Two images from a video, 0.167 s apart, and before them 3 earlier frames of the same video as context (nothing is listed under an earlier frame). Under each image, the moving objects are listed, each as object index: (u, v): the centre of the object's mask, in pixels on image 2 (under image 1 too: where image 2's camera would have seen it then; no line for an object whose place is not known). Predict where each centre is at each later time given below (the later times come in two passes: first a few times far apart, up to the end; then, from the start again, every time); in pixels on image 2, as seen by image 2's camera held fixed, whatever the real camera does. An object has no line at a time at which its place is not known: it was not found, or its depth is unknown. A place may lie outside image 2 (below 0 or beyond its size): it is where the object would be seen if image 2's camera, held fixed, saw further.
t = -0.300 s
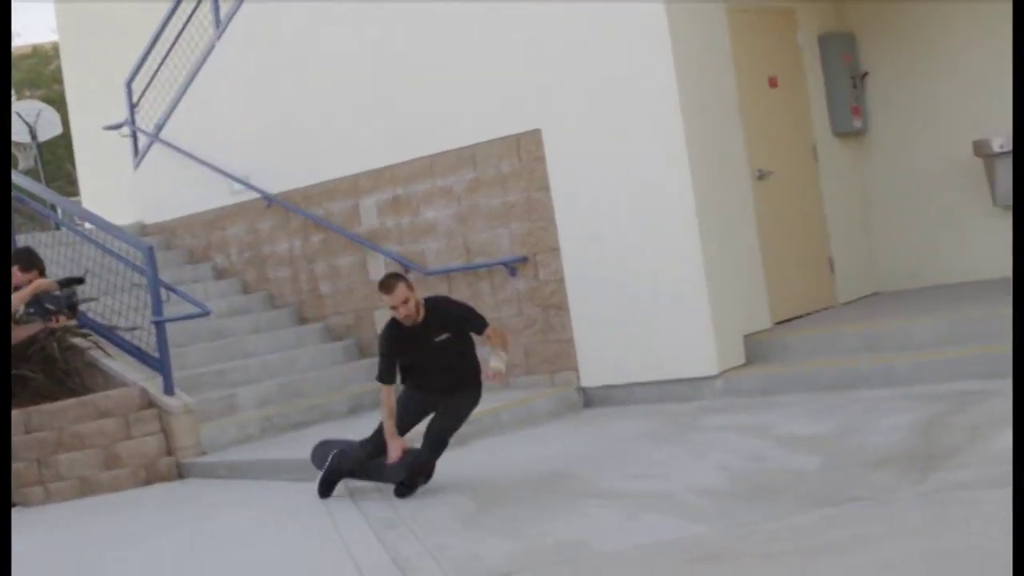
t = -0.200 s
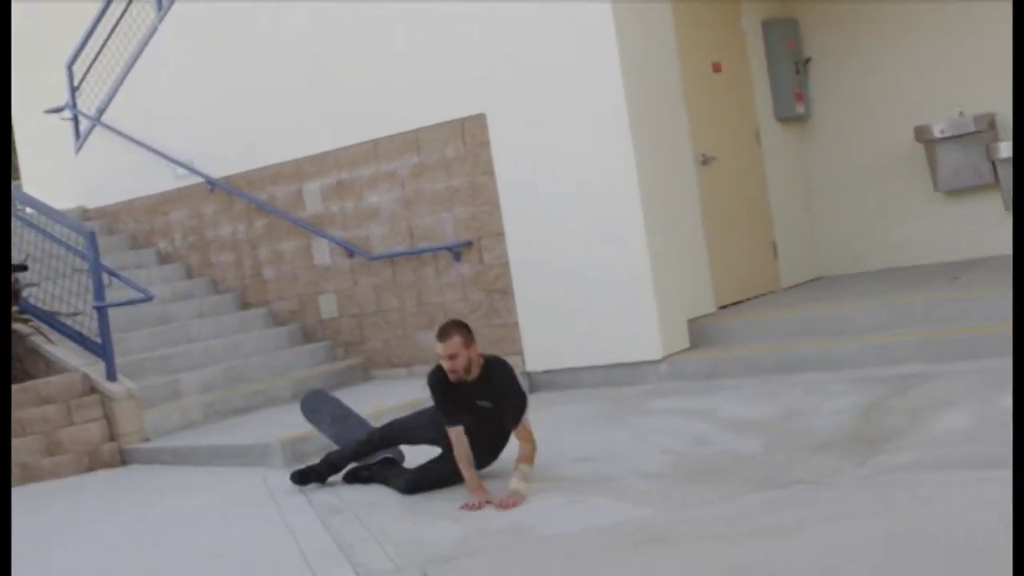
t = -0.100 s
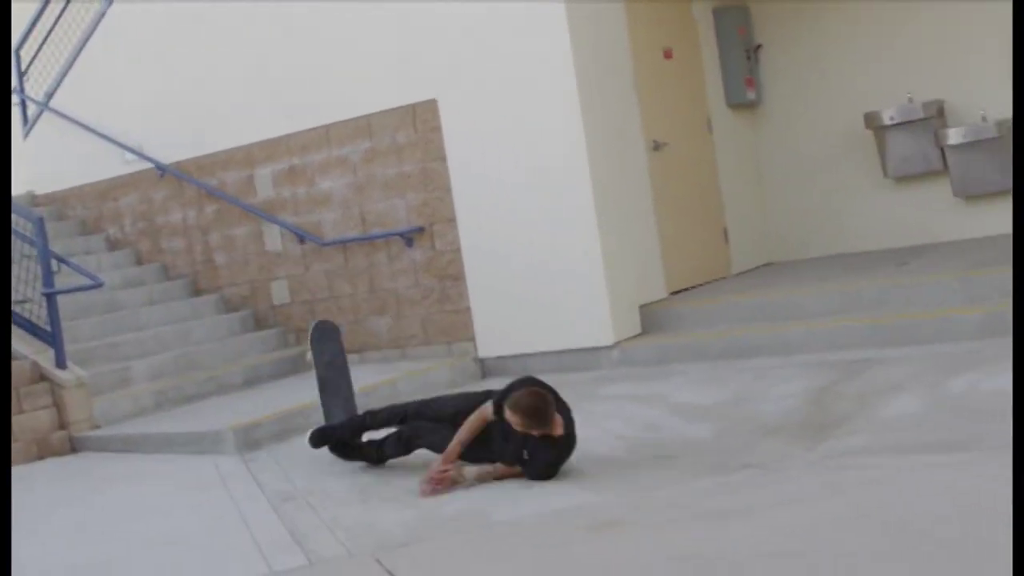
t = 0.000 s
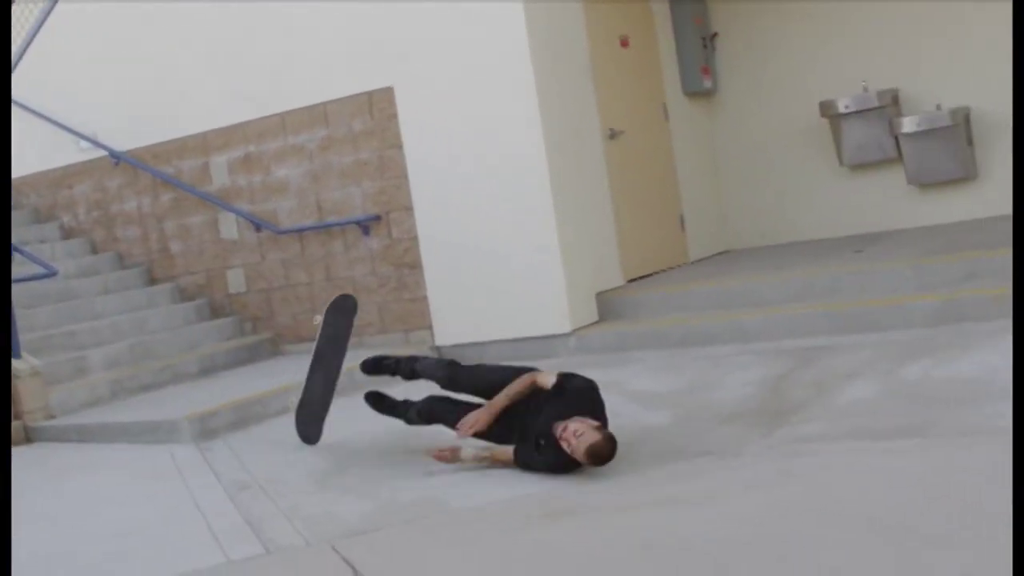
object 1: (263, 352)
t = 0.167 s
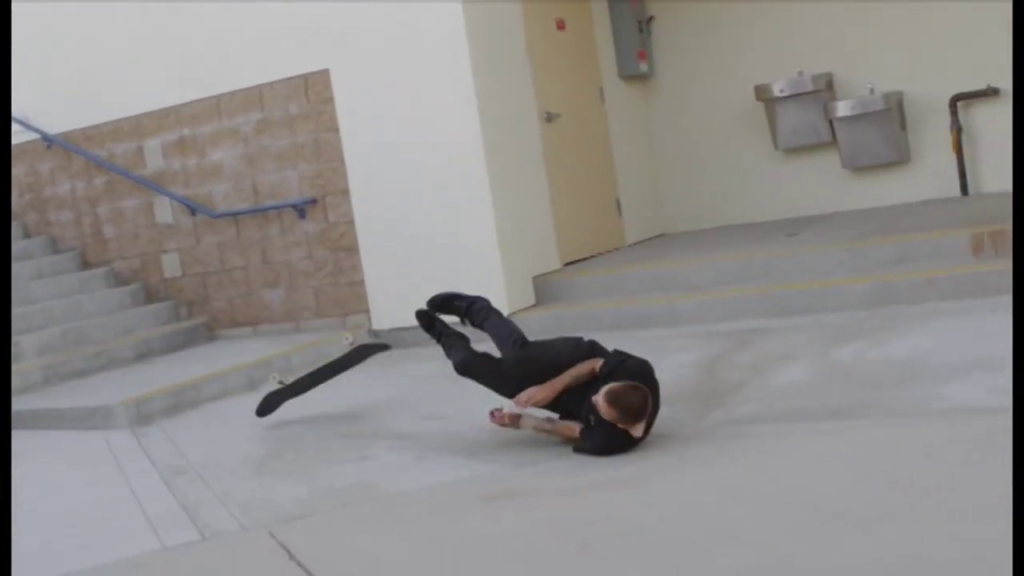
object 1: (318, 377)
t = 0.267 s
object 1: (365, 410)
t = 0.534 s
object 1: (393, 385)
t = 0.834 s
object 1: (409, 396)
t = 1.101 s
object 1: (410, 396)
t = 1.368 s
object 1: (408, 396)
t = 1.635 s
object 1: (416, 398)
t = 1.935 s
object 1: (407, 396)
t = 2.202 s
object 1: (412, 396)
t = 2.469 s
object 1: (408, 396)
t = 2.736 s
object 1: (407, 396)
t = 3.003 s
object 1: (406, 396)
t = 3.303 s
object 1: (406, 396)
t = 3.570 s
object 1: (406, 396)
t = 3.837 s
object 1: (406, 397)
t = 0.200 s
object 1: (329, 387)
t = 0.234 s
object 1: (341, 399)
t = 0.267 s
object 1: (365, 410)
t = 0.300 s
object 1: (371, 402)
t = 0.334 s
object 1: (372, 394)
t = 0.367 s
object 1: (375, 387)
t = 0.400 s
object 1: (379, 383)
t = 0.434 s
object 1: (383, 380)
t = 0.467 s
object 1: (381, 380)
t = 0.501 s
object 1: (385, 382)
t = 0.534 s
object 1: (393, 385)
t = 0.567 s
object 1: (395, 388)
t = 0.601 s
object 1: (401, 394)
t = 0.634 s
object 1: (405, 396)
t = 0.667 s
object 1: (406, 396)
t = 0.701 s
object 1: (407, 395)
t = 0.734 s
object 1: (409, 396)
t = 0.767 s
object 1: (410, 396)
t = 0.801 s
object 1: (410, 396)
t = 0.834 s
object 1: (409, 396)
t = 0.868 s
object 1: (410, 396)
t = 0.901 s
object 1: (410, 396)
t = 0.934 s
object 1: (410, 396)
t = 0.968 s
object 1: (410, 396)
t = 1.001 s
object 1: (409, 396)
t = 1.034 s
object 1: (409, 396)
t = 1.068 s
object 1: (410, 396)
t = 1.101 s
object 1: (410, 396)
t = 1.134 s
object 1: (410, 396)
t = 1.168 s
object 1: (409, 396)
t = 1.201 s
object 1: (408, 396)
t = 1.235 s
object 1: (409, 396)
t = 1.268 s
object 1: (408, 395)
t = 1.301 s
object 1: (408, 396)
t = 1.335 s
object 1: (407, 396)
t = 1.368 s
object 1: (408, 396)
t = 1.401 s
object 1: (408, 396)
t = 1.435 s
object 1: (408, 395)
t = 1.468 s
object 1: (408, 396)
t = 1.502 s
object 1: (407, 396)
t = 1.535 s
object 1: (408, 396)
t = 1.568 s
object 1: (408, 396)
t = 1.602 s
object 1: (407, 396)
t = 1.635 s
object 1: (416, 398)
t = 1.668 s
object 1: (407, 396)
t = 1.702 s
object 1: (407, 396)
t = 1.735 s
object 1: (413, 396)
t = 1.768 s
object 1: (407, 396)
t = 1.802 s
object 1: (412, 396)
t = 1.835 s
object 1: (406, 396)
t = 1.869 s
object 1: (415, 397)
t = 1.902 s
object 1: (412, 396)
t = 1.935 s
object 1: (407, 396)
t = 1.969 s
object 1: (415, 397)
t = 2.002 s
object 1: (406, 396)
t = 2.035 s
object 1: (410, 396)
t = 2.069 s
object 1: (412, 397)
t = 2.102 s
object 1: (407, 396)
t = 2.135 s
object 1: (410, 396)
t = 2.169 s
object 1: (411, 396)
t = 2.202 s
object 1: (412, 396)
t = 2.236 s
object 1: (412, 396)
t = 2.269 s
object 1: (412, 396)
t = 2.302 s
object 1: (411, 396)
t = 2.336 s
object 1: (412, 396)
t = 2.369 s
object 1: (412, 396)
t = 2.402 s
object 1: (412, 396)
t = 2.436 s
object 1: (408, 396)
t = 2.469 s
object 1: (408, 396)
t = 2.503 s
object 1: (407, 396)
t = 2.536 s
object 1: (407, 396)
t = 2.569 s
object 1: (407, 396)
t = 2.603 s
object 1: (409, 396)
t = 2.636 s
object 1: (409, 396)
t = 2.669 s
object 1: (407, 396)
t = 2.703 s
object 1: (409, 396)
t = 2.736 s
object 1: (407, 396)
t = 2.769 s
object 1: (407, 396)
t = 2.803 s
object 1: (407, 396)
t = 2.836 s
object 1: (407, 396)
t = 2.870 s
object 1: (407, 396)
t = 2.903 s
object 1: (407, 396)
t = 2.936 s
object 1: (407, 396)
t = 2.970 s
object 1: (406, 396)
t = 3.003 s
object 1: (406, 396)
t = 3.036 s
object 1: (406, 396)
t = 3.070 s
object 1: (406, 396)
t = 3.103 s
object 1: (406, 396)
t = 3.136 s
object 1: (406, 396)
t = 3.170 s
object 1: (406, 396)
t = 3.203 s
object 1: (406, 396)
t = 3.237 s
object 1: (406, 396)
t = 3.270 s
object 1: (406, 396)
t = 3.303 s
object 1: (406, 396)
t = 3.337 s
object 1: (406, 396)
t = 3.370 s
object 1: (406, 396)
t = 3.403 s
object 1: (406, 396)
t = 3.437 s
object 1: (406, 396)
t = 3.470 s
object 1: (406, 396)
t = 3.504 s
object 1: (406, 396)
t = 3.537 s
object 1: (406, 396)
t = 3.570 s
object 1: (406, 396)
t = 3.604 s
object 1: (406, 396)
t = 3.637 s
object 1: (406, 396)
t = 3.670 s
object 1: (406, 396)
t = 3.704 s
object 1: (406, 396)
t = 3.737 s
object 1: (406, 396)
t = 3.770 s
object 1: (406, 396)
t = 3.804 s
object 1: (406, 397)
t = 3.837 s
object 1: (406, 397)
